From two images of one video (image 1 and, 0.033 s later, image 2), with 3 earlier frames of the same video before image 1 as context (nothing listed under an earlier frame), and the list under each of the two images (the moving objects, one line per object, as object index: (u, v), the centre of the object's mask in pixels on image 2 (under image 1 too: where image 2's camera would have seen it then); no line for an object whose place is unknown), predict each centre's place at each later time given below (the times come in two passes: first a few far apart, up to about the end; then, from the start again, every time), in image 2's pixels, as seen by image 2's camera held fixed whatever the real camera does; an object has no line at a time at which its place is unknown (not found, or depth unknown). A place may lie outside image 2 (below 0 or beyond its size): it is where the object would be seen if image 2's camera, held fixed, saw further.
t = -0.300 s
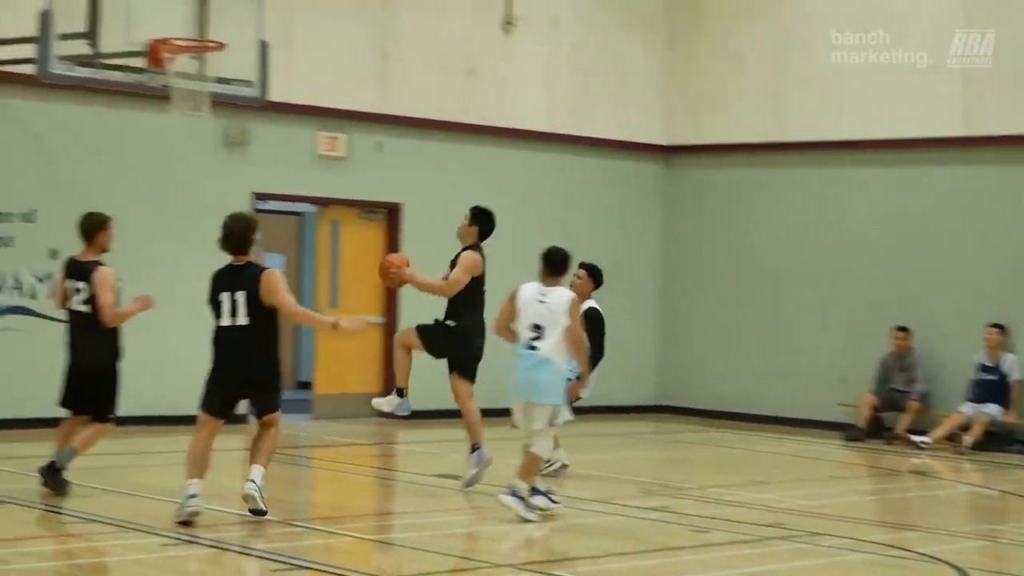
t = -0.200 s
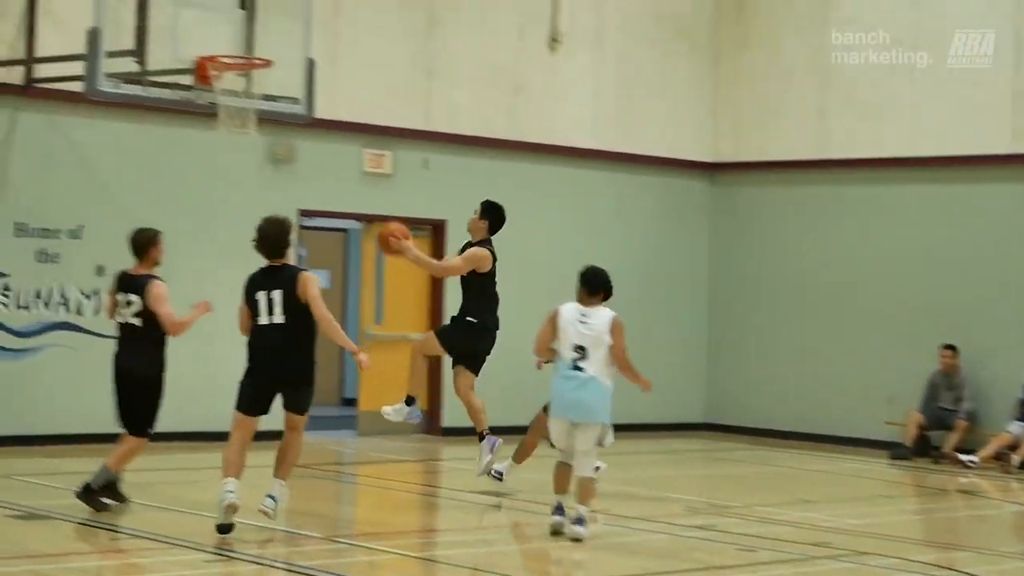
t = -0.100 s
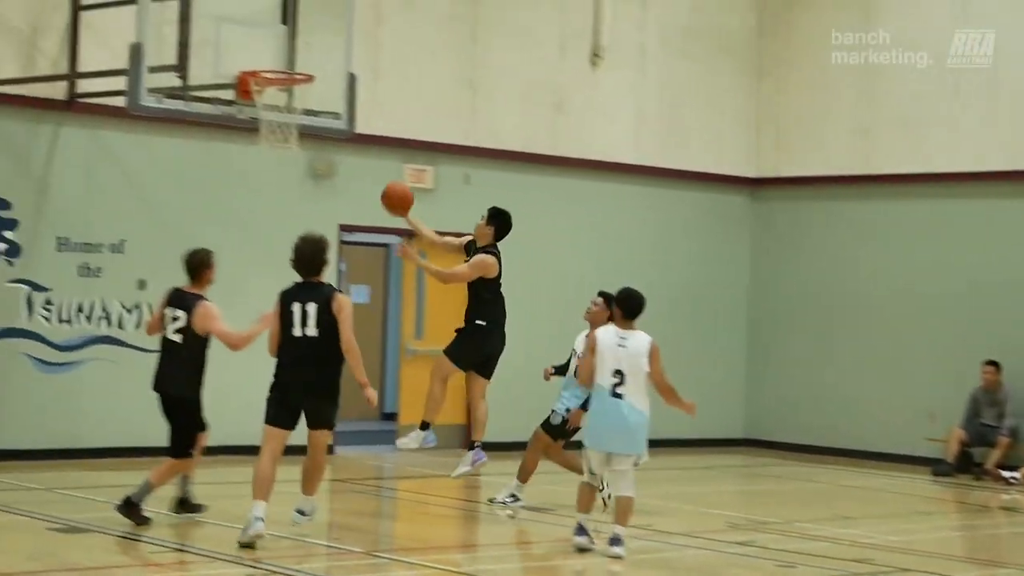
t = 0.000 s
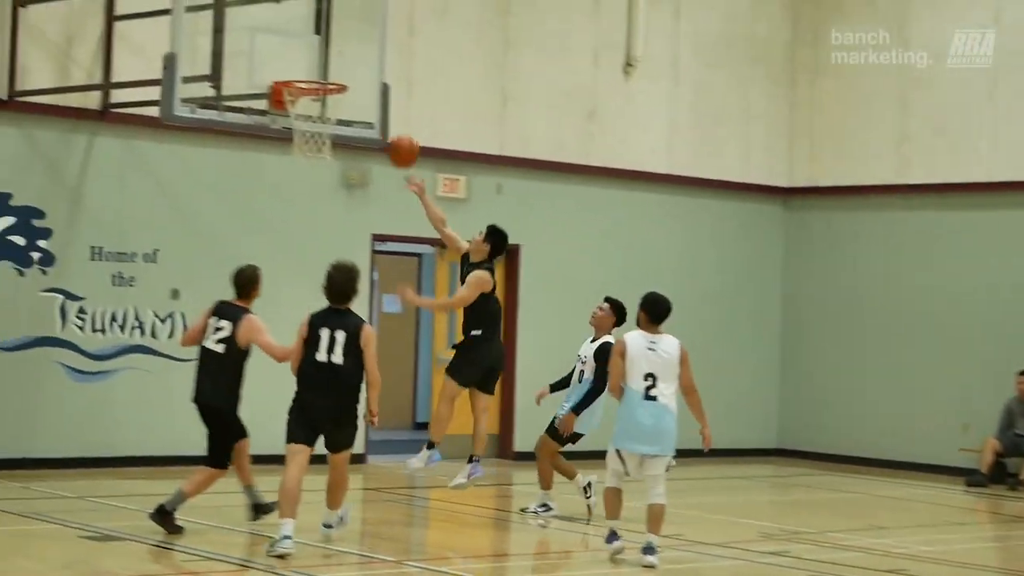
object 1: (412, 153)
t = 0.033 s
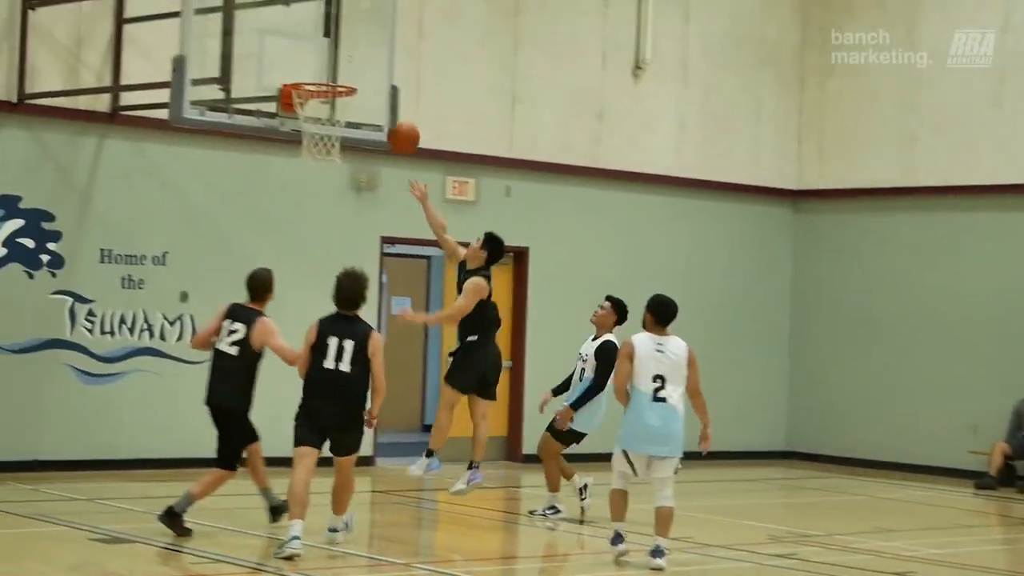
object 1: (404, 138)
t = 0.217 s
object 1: (356, 74)
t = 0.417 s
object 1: (325, 54)
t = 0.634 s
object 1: (320, 85)
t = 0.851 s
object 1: (338, 130)
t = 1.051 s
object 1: (332, 162)
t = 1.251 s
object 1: (324, 235)
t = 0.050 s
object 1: (399, 130)
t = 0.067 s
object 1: (395, 122)
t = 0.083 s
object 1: (391, 116)
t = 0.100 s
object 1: (386, 110)
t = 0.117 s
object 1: (382, 104)
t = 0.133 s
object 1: (377, 98)
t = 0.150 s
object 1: (373, 93)
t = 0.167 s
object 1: (369, 88)
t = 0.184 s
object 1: (365, 83)
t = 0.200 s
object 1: (360, 79)
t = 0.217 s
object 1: (356, 74)
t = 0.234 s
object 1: (351, 71)
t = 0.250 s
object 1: (347, 69)
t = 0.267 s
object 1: (342, 67)
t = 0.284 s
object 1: (337, 64)
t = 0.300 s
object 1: (333, 62)
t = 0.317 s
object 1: (329, 61)
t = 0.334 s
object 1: (327, 59)
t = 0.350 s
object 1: (327, 57)
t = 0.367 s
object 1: (326, 56)
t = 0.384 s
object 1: (326, 55)
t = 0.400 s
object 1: (326, 54)
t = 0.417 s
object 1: (325, 54)
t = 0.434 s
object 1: (325, 54)
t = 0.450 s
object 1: (324, 54)
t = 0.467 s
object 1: (324, 55)
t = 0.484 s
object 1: (323, 56)
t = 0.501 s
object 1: (323, 57)
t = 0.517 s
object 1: (323, 60)
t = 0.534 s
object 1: (322, 63)
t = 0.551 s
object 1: (322, 65)
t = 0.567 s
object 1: (321, 68)
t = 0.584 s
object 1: (321, 70)
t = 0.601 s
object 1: (320, 73)
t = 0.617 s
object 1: (320, 75)
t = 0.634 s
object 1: (320, 85)
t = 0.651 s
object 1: (321, 87)
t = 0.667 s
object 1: (323, 91)
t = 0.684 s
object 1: (325, 96)
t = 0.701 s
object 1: (327, 101)
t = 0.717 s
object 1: (330, 105)
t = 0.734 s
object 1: (332, 110)
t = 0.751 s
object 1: (333, 115)
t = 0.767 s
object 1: (335, 120)
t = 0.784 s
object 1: (336, 122)
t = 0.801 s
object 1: (337, 124)
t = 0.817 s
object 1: (337, 129)
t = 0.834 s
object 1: (337, 130)
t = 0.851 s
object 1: (338, 130)
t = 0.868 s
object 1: (337, 131)
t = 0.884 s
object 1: (337, 132)
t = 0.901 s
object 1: (337, 133)
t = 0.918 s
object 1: (337, 134)
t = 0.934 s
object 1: (337, 135)
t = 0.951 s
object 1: (336, 136)
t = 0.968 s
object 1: (336, 139)
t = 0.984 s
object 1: (335, 142)
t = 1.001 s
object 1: (335, 144)
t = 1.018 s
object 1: (333, 152)
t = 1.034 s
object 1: (333, 159)
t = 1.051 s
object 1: (332, 162)
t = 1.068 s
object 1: (331, 165)
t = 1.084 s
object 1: (331, 169)
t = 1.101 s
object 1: (330, 173)
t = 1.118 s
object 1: (329, 178)
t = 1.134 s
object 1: (328, 185)
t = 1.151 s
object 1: (328, 191)
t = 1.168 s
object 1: (327, 198)
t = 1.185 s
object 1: (326, 205)
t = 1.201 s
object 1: (326, 213)
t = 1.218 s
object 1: (325, 221)
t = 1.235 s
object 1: (324, 229)
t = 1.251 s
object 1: (324, 235)
